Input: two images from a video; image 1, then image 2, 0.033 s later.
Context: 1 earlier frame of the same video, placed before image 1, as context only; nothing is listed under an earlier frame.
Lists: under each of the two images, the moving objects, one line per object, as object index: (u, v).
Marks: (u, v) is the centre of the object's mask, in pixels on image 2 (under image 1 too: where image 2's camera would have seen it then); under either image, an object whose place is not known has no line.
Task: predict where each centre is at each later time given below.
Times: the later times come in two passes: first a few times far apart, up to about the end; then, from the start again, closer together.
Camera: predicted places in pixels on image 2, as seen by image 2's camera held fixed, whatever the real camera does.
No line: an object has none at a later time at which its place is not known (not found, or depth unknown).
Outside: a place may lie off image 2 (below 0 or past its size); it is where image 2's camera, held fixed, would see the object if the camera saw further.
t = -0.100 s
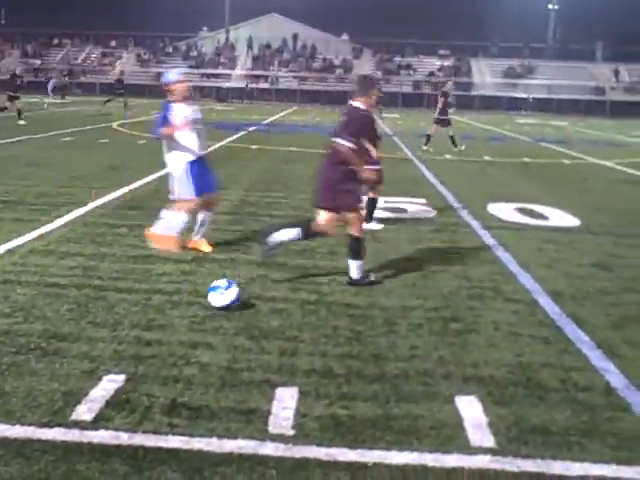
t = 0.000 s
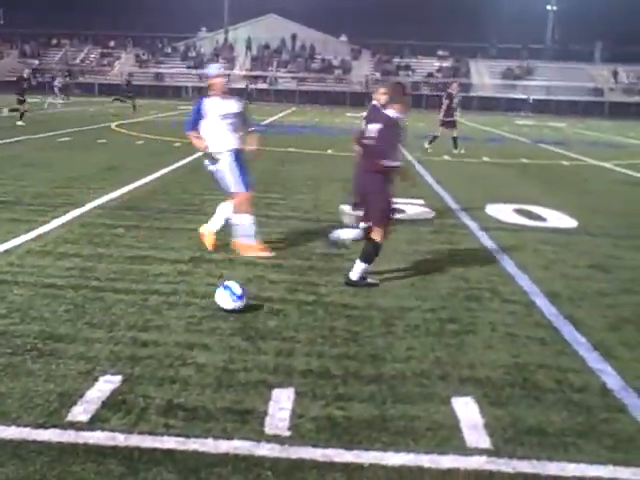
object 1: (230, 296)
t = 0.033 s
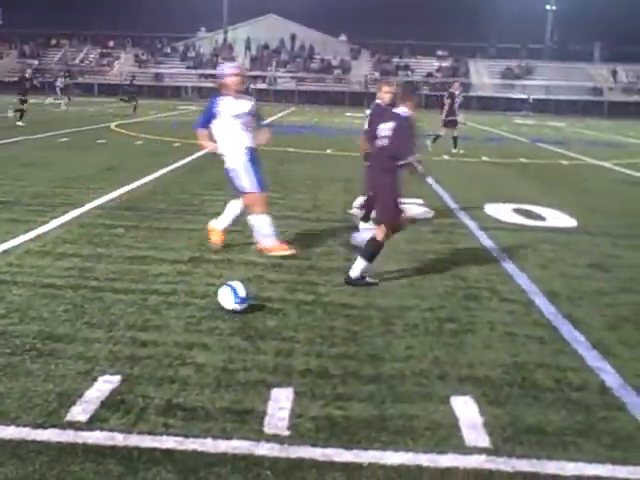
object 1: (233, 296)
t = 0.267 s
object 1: (257, 300)
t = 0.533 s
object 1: (284, 303)
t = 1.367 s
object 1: (349, 310)
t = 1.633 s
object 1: (368, 311)
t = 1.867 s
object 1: (382, 314)
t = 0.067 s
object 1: (237, 297)
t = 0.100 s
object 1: (240, 297)
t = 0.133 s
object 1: (243, 297)
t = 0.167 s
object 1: (247, 298)
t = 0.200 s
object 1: (250, 298)
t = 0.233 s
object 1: (253, 299)
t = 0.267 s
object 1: (257, 300)
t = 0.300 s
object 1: (260, 300)
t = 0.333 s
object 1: (264, 300)
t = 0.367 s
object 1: (267, 300)
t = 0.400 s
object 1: (271, 301)
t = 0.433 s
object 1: (274, 301)
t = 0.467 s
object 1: (277, 302)
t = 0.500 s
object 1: (280, 303)
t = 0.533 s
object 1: (284, 303)
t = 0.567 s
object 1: (287, 303)
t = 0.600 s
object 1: (290, 304)
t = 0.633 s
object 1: (293, 305)
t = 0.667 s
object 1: (296, 305)
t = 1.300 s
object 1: (344, 310)
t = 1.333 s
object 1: (346, 310)
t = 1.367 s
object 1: (349, 310)
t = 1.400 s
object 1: (351, 310)
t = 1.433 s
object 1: (354, 310)
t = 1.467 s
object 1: (356, 311)
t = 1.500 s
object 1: (358, 311)
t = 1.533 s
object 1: (361, 311)
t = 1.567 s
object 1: (363, 311)
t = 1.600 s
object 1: (365, 311)
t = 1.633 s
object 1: (368, 311)
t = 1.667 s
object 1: (370, 312)
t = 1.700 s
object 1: (372, 312)
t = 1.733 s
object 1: (374, 313)
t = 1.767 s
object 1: (376, 313)
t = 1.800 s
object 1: (378, 313)
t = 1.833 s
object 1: (380, 313)
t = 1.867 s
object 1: (382, 314)
